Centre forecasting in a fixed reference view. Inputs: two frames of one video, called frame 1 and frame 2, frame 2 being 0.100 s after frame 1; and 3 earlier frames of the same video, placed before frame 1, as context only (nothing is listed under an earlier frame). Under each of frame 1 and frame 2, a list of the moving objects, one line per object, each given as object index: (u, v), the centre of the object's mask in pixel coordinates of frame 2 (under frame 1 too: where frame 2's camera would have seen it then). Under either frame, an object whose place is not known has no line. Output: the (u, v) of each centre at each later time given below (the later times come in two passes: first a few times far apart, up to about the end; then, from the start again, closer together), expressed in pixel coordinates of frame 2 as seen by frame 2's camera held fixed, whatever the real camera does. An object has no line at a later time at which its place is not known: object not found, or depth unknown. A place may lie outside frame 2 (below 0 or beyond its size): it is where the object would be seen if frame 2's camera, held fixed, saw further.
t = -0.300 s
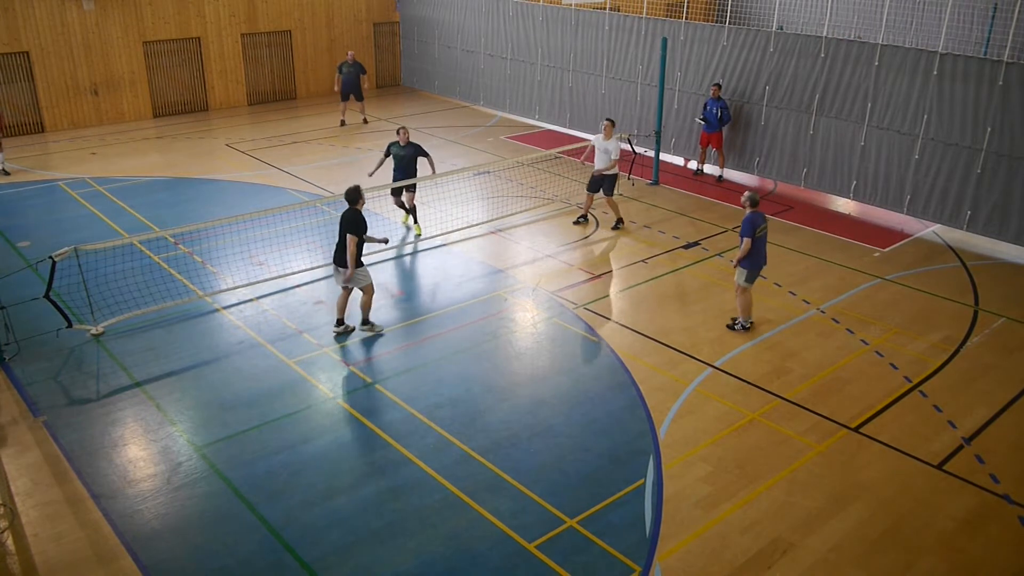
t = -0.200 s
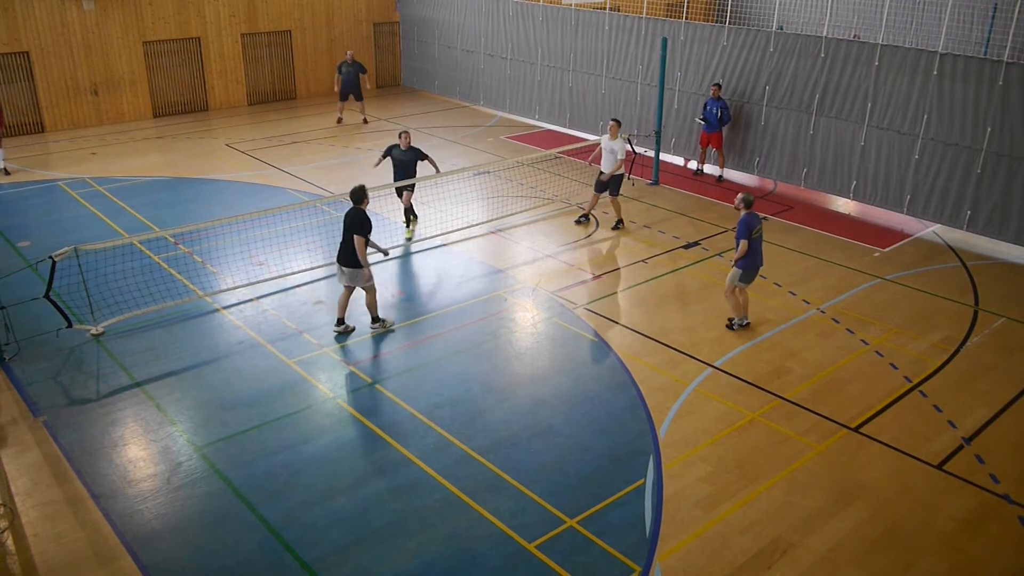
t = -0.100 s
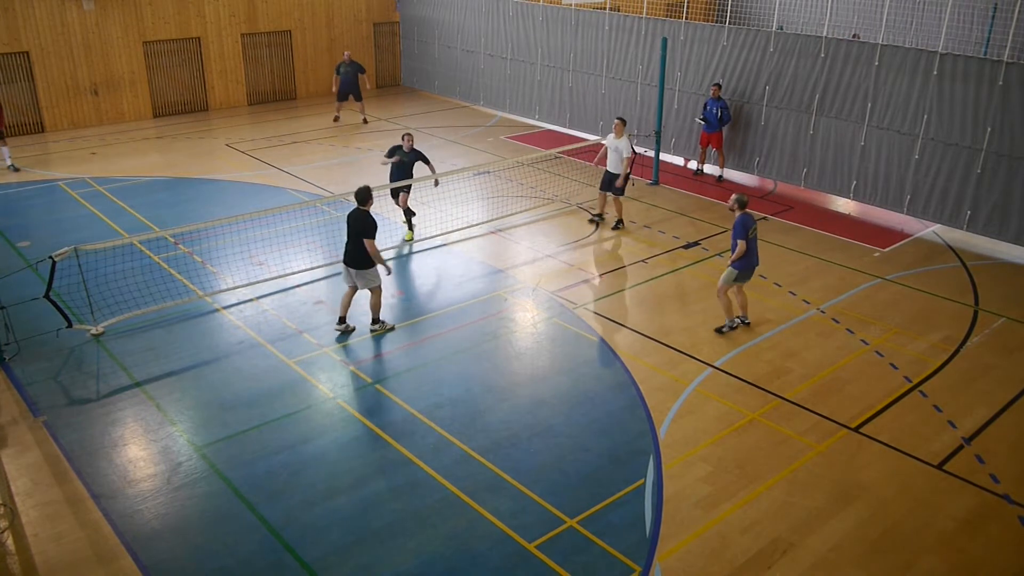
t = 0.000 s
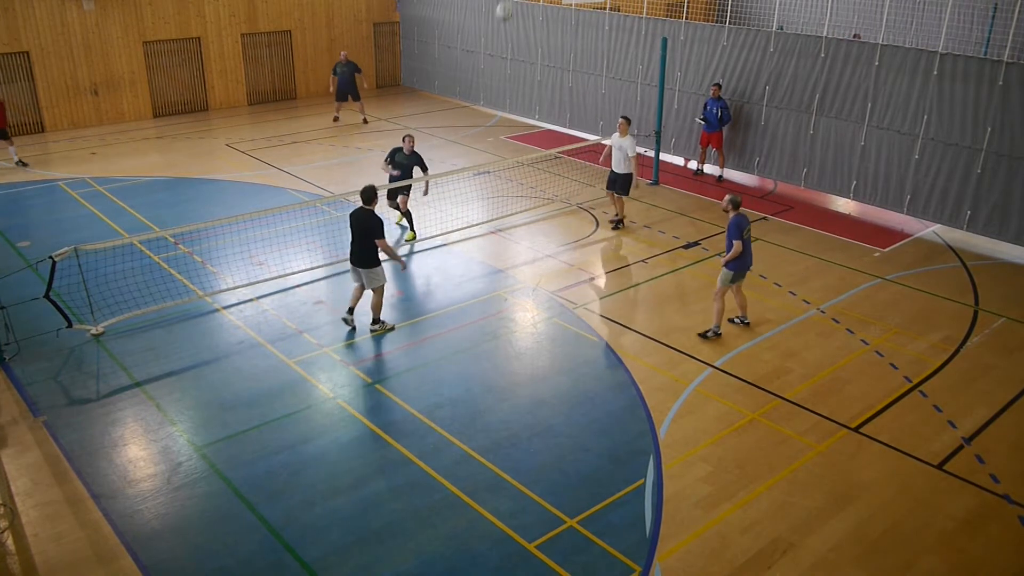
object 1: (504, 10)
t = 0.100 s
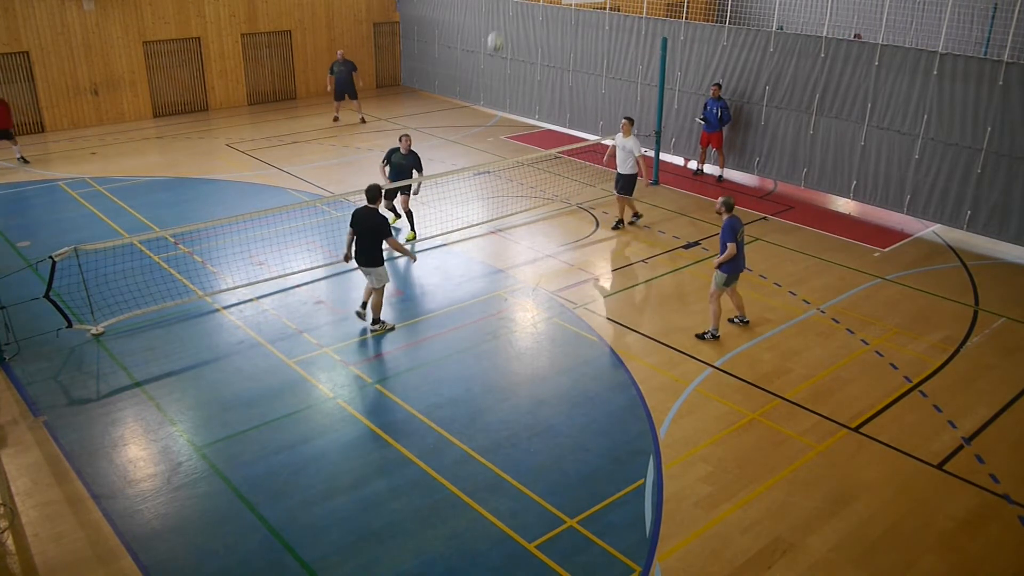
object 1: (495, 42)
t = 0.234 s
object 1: (483, 92)
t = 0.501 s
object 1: (463, 228)
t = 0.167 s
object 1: (488, 65)
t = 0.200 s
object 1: (486, 77)
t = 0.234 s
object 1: (483, 92)
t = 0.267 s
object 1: (481, 107)
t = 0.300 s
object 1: (477, 124)
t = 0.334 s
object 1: (474, 140)
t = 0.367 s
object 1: (473, 157)
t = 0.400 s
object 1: (470, 175)
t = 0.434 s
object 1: (469, 191)
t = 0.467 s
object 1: (466, 210)
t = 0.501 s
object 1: (463, 228)
